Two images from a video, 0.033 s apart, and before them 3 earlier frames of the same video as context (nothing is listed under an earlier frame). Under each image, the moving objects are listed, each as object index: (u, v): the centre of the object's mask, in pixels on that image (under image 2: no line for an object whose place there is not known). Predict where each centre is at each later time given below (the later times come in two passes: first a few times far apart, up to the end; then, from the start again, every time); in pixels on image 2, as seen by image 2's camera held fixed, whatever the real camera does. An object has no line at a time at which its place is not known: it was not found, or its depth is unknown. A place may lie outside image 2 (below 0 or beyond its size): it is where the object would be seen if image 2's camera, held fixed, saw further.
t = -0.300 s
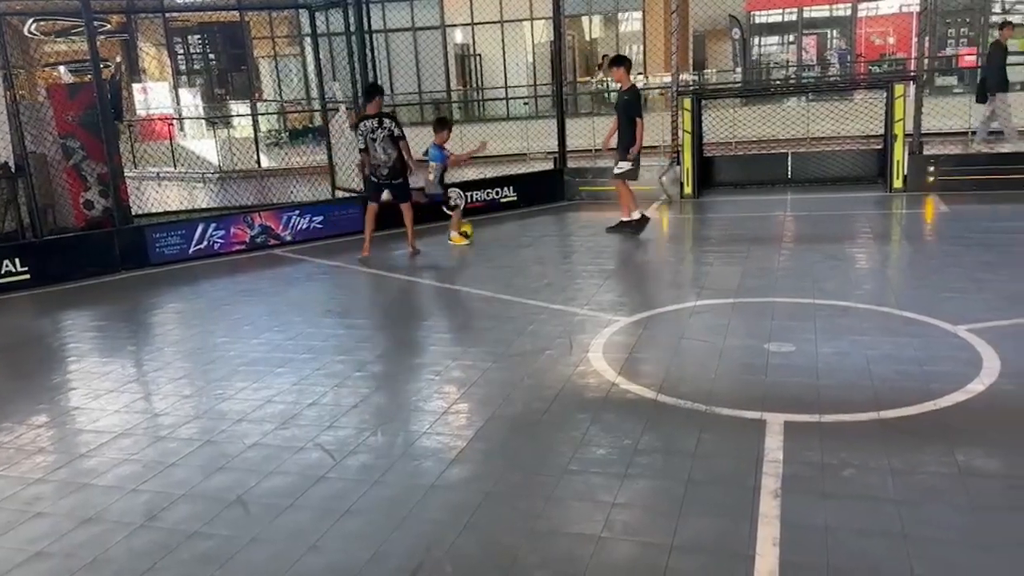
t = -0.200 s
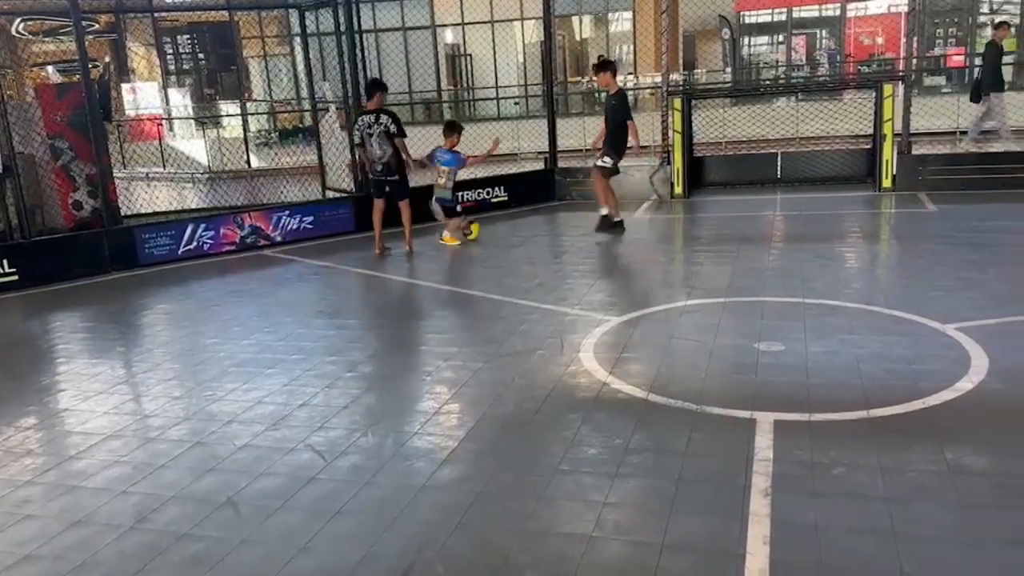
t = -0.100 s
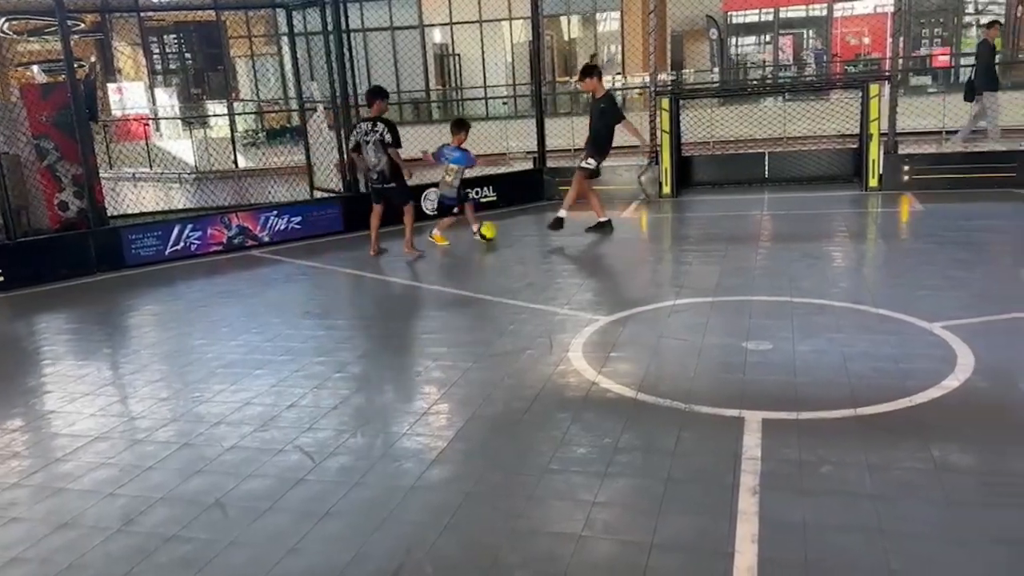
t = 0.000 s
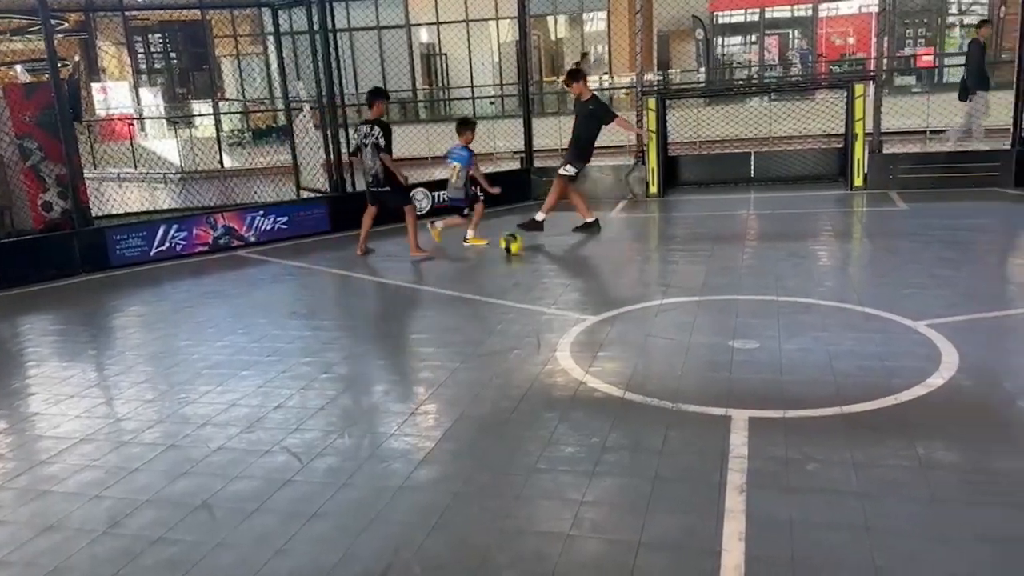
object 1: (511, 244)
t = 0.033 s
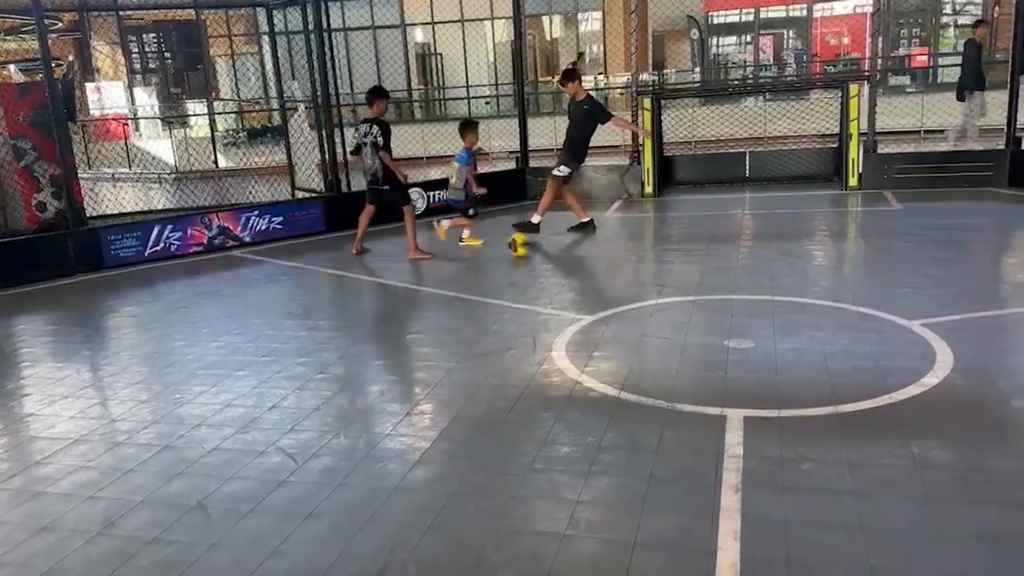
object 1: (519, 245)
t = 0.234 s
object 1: (595, 260)
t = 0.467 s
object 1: (701, 282)
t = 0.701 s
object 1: (836, 306)
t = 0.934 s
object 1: (1011, 338)
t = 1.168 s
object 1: (1254, 390)
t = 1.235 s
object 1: (1340, 406)
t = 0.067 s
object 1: (532, 247)
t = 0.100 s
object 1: (544, 252)
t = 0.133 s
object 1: (556, 252)
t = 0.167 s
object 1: (570, 252)
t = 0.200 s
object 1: (582, 255)
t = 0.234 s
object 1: (595, 260)
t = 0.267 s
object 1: (609, 263)
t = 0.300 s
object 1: (623, 264)
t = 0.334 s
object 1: (638, 267)
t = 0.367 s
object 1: (653, 272)
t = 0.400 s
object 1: (669, 273)
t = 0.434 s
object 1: (685, 275)
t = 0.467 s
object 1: (701, 282)
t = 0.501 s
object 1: (717, 284)
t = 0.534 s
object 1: (736, 286)
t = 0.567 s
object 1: (755, 290)
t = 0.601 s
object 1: (773, 296)
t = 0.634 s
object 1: (792, 297)
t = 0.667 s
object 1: (814, 301)
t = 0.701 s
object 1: (836, 306)
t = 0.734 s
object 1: (857, 313)
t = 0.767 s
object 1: (879, 314)
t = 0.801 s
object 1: (904, 318)
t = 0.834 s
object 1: (930, 323)
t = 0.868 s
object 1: (956, 332)
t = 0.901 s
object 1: (983, 335)
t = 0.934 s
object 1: (1011, 338)
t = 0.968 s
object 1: (1042, 344)
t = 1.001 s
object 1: (1073, 354)
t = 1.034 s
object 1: (1104, 361)
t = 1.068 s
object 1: (1139, 366)
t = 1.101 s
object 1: (1176, 374)
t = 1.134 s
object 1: (1215, 386)
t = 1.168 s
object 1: (1254, 390)
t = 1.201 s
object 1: (1295, 396)
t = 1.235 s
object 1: (1340, 406)
